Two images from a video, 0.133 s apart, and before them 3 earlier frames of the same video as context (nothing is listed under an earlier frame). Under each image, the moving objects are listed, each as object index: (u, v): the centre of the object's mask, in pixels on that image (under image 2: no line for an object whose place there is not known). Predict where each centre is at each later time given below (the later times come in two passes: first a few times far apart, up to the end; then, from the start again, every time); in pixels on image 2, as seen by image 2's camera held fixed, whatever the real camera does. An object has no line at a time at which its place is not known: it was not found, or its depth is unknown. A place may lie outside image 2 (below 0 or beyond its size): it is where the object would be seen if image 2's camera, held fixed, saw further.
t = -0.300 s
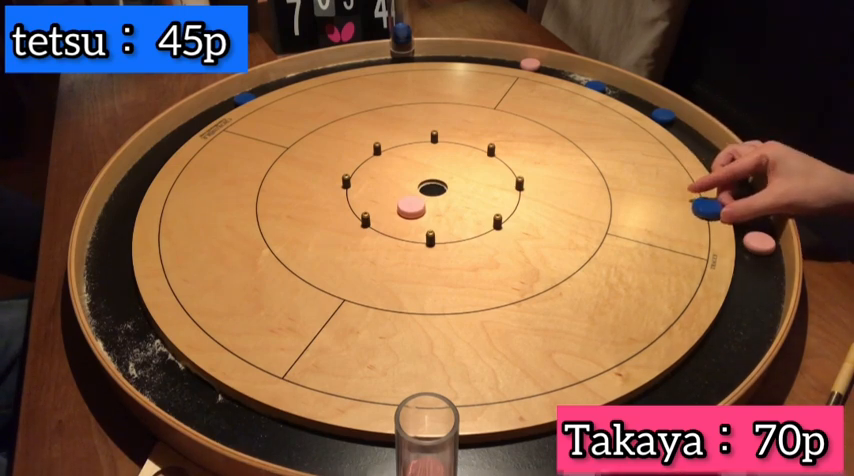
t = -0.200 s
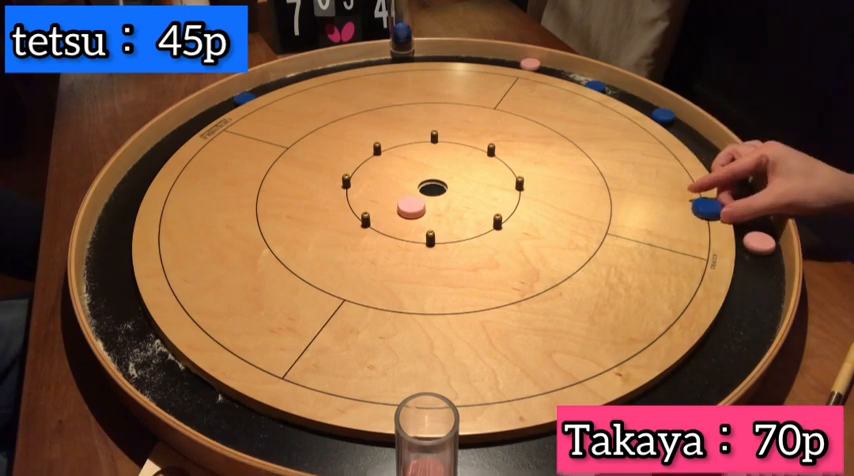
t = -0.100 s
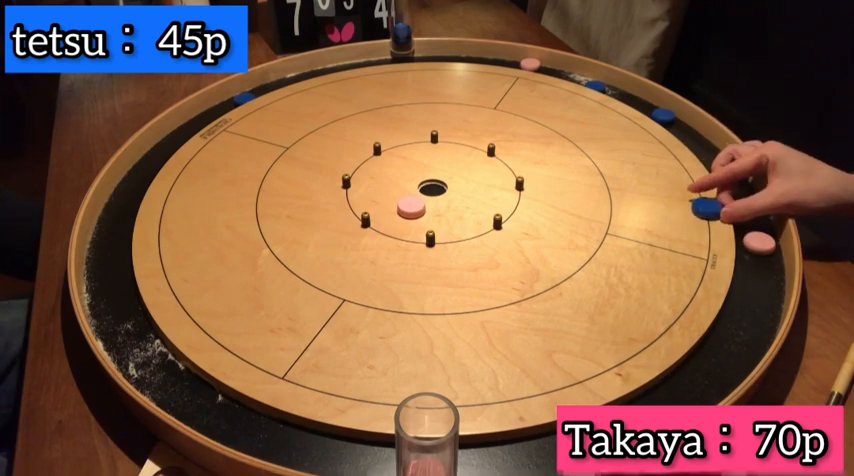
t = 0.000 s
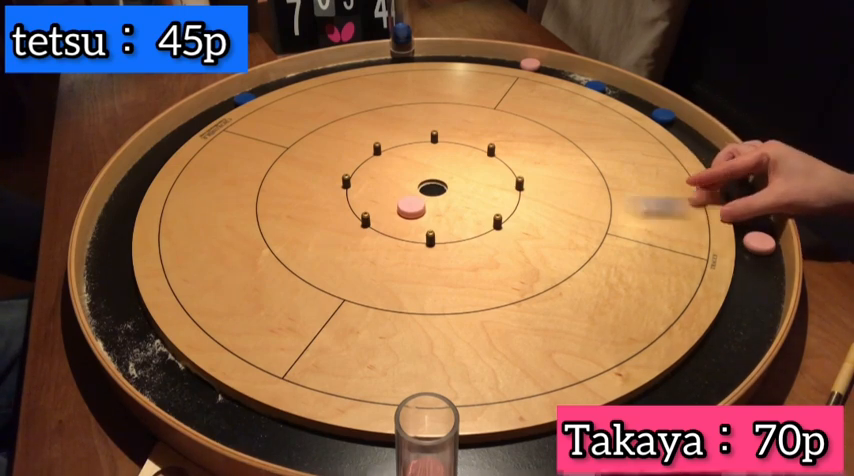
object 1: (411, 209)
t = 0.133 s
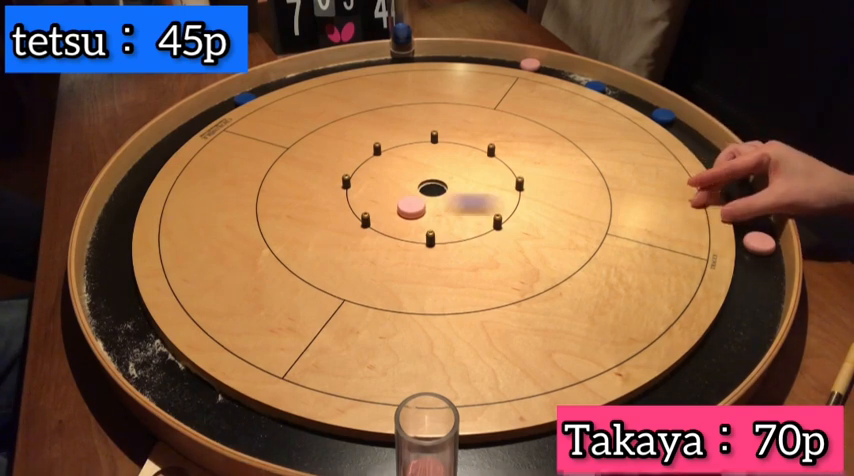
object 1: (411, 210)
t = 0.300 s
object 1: (402, 175)
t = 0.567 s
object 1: (410, 164)
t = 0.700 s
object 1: (402, 175)
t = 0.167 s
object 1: (411, 209)
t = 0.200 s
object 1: (382, 210)
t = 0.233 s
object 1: (389, 197)
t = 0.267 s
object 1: (396, 186)
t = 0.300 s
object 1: (402, 175)
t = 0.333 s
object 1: (408, 166)
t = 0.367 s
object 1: (415, 157)
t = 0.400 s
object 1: (419, 150)
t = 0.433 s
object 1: (422, 145)
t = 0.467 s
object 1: (419, 151)
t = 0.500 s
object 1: (415, 155)
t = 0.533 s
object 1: (413, 159)
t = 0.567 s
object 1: (410, 164)
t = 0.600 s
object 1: (407, 168)
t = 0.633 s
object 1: (405, 171)
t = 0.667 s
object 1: (403, 174)
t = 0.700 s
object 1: (402, 175)
